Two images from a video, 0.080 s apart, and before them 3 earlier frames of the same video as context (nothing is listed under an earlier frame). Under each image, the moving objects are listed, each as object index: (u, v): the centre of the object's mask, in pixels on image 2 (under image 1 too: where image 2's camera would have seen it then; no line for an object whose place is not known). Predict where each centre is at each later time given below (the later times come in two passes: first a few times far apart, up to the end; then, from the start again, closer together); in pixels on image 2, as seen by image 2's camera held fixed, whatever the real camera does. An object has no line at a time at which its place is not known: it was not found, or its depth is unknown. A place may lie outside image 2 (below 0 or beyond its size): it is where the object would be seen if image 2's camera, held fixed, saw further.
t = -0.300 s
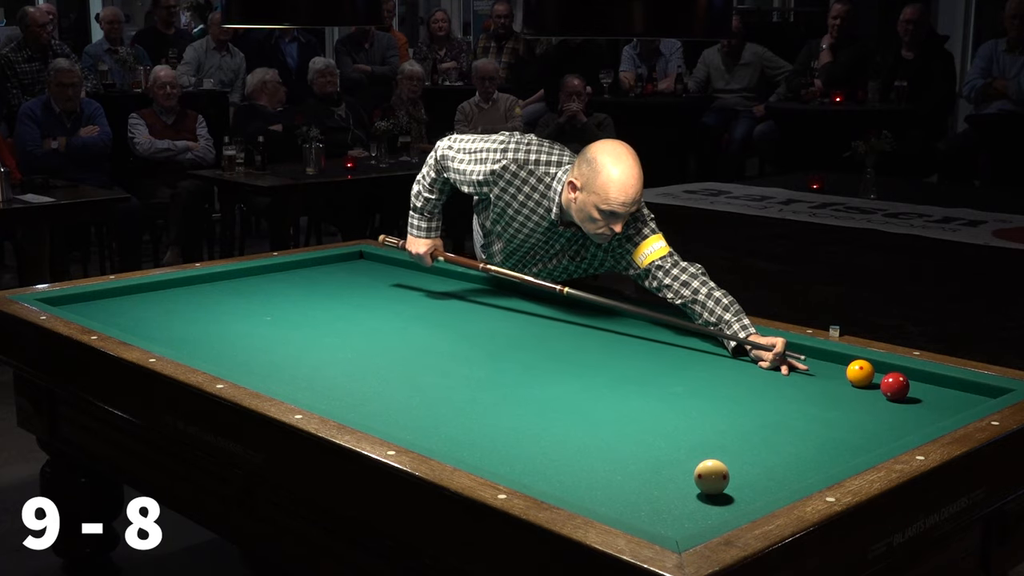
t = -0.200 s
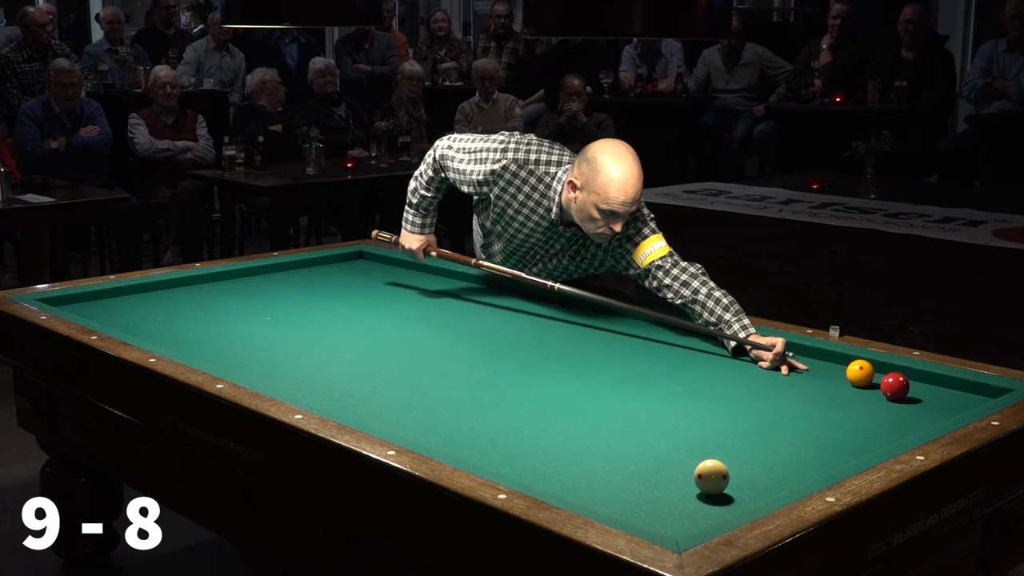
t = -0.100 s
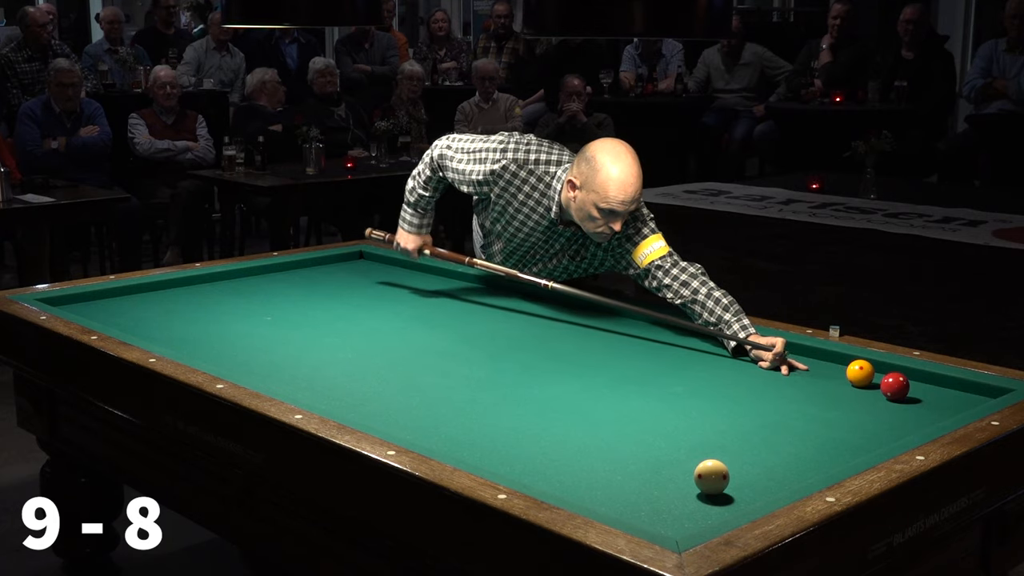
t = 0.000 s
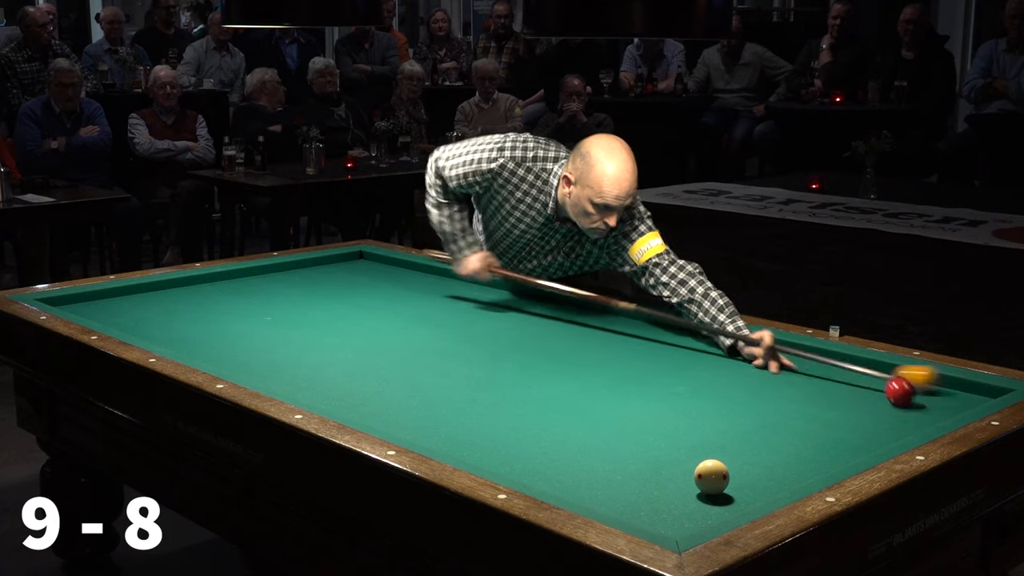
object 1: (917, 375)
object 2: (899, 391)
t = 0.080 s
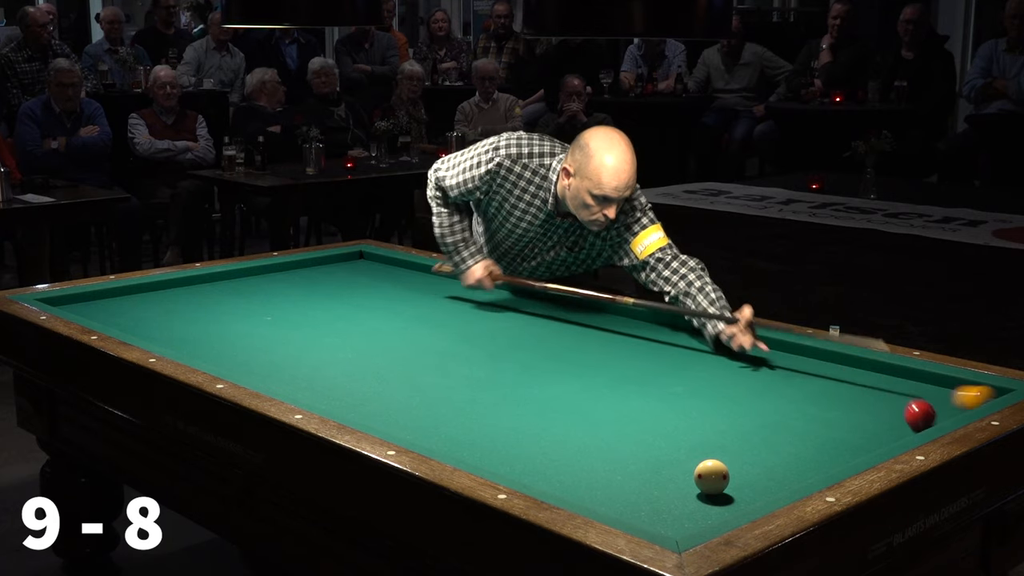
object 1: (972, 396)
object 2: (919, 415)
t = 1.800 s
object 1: (321, 267)
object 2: (341, 366)
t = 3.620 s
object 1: (485, 383)
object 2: (296, 267)
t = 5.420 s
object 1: (685, 487)
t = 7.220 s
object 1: (585, 419)
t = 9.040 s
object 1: (531, 386)
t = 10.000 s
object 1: (515, 378)
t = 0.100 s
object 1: (948, 397)
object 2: (923, 418)
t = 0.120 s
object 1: (922, 396)
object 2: (918, 420)
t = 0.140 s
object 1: (897, 396)
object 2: (905, 422)
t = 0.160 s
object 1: (872, 396)
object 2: (892, 422)
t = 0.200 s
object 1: (826, 395)
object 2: (868, 421)
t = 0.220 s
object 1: (803, 395)
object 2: (857, 420)
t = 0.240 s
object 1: (781, 395)
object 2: (846, 420)
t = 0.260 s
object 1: (758, 395)
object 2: (835, 421)
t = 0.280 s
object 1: (737, 394)
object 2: (825, 420)
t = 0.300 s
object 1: (716, 394)
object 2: (815, 420)
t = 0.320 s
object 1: (695, 394)
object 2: (806, 420)
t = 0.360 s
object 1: (655, 395)
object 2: (786, 420)
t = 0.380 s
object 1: (635, 395)
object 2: (777, 420)
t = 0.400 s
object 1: (616, 394)
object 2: (767, 420)
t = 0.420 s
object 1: (597, 394)
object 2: (757, 420)
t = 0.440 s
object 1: (579, 394)
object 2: (748, 420)
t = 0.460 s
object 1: (560, 395)
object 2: (738, 420)
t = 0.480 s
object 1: (542, 394)
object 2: (728, 420)
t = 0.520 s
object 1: (505, 394)
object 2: (709, 419)
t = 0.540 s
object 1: (488, 394)
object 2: (699, 419)
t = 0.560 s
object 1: (468, 394)
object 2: (690, 419)
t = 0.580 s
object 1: (450, 394)
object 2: (680, 419)
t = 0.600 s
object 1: (432, 394)
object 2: (671, 419)
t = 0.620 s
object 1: (413, 395)
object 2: (661, 419)
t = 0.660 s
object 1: (377, 394)
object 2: (642, 419)
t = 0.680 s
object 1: (358, 395)
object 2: (633, 419)
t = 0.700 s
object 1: (340, 395)
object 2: (623, 419)
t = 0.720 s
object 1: (322, 393)
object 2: (613, 419)
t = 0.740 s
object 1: (305, 391)
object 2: (604, 419)
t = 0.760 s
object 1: (301, 388)
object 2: (595, 419)
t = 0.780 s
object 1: (302, 386)
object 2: (585, 418)
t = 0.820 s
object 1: (303, 378)
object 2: (566, 419)
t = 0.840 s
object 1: (303, 374)
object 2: (557, 419)
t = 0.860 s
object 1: (304, 370)
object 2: (548, 418)
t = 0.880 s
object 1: (303, 367)
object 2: (538, 418)
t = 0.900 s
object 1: (303, 363)
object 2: (529, 418)
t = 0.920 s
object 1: (302, 359)
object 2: (520, 418)
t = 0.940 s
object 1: (302, 356)
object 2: (510, 418)
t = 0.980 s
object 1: (300, 349)
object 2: (491, 418)
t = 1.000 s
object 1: (299, 346)
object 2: (482, 418)
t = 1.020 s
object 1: (298, 343)
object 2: (473, 418)
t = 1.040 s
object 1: (297, 340)
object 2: (463, 418)
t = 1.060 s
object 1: (296, 337)
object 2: (454, 418)
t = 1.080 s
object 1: (295, 334)
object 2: (445, 418)
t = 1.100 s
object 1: (294, 331)
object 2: (435, 418)
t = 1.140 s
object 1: (292, 326)
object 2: (417, 418)
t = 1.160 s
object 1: (292, 323)
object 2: (408, 418)
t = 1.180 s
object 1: (291, 320)
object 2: (399, 417)
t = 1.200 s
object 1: (290, 318)
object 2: (389, 417)
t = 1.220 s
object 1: (289, 315)
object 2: (381, 415)
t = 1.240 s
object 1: (288, 313)
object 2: (372, 414)
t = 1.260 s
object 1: (288, 310)
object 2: (364, 413)
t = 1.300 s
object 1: (286, 305)
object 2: (360, 410)
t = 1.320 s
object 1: (285, 303)
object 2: (360, 409)
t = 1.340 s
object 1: (285, 301)
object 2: (359, 407)
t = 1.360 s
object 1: (284, 298)
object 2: (358, 406)
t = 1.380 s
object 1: (283, 296)
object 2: (357, 404)
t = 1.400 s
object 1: (283, 294)
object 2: (356, 402)
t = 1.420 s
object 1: (282, 292)
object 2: (355, 401)
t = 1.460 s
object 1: (281, 288)
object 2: (353, 396)
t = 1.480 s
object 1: (280, 286)
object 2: (353, 395)
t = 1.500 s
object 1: (280, 284)
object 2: (352, 393)
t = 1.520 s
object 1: (279, 282)
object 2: (351, 391)
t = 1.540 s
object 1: (278, 280)
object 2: (350, 388)
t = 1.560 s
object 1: (278, 278)
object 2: (349, 387)
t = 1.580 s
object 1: (277, 276)
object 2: (349, 385)
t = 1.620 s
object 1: (276, 272)
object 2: (347, 381)
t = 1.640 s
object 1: (275, 270)
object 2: (347, 379)
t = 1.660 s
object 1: (275, 269)
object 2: (346, 378)
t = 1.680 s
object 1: (274, 267)
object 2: (345, 376)
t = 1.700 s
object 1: (281, 266)
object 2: (344, 374)
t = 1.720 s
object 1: (289, 266)
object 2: (344, 373)
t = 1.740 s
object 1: (297, 266)
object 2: (343, 371)
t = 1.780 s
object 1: (314, 267)
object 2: (342, 367)
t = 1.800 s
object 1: (321, 267)
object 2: (341, 366)
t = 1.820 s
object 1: (329, 267)
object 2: (340, 364)
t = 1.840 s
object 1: (337, 267)
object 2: (339, 362)
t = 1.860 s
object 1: (344, 267)
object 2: (339, 361)
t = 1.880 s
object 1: (351, 267)
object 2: (338, 359)
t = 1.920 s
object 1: (365, 267)
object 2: (337, 356)
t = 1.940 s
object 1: (372, 266)
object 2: (336, 355)
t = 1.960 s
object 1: (380, 267)
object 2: (335, 353)
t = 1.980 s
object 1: (387, 267)
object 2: (335, 352)
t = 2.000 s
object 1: (394, 266)
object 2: (334, 350)
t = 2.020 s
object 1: (401, 266)
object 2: (334, 348)
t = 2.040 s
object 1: (408, 266)
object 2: (333, 347)
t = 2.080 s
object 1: (418, 267)
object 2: (332, 344)
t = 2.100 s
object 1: (417, 269)
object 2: (331, 343)
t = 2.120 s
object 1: (417, 270)
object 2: (331, 341)
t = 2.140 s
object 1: (418, 271)
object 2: (330, 340)
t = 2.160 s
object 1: (418, 272)
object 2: (329, 339)
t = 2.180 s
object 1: (418, 273)
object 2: (329, 337)
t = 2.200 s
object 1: (419, 274)
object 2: (328, 336)
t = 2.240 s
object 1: (420, 276)
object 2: (327, 334)
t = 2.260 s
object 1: (421, 278)
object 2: (326, 332)
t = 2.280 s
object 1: (422, 279)
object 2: (326, 331)
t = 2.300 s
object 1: (422, 280)
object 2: (325, 329)
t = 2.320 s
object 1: (423, 281)
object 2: (325, 328)
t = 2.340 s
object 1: (424, 282)
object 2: (324, 327)
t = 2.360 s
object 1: (424, 283)
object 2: (324, 326)
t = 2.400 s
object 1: (426, 286)
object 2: (323, 323)
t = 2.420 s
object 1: (427, 287)
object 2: (322, 322)
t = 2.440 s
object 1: (428, 288)
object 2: (322, 321)
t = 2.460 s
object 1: (428, 289)
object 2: (321, 320)
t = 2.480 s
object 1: (429, 291)
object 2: (320, 318)
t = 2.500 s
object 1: (430, 292)
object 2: (320, 317)
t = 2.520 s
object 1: (430, 293)
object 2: (319, 316)
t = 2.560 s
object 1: (432, 296)
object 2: (318, 314)
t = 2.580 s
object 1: (433, 297)
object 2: (318, 313)
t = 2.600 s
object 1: (433, 298)
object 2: (317, 312)
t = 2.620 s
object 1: (434, 300)
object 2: (317, 311)
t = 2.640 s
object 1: (435, 301)
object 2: (317, 309)
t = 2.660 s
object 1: (436, 302)
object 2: (316, 308)
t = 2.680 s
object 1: (437, 304)
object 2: (316, 307)
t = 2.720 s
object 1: (438, 306)
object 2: (315, 305)
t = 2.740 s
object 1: (439, 308)
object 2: (314, 304)
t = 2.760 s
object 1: (440, 309)
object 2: (314, 303)
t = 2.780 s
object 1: (441, 310)
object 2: (313, 302)
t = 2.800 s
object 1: (442, 312)
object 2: (313, 301)
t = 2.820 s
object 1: (443, 313)
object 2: (312, 300)
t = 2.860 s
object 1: (445, 316)
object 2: (312, 298)
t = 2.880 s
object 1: (446, 318)
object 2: (311, 297)
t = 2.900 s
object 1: (446, 319)
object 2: (310, 296)
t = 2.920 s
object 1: (447, 321)
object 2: (310, 295)
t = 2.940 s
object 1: (448, 322)
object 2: (310, 294)
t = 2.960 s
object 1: (449, 324)
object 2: (309, 293)
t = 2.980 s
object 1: (450, 325)
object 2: (309, 293)
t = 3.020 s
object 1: (452, 328)
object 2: (308, 291)
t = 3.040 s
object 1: (453, 330)
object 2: (308, 290)
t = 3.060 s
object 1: (454, 331)
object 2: (307, 289)
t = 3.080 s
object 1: (455, 333)
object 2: (307, 288)
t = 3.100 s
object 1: (456, 335)
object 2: (306, 287)
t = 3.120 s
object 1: (457, 336)
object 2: (306, 286)
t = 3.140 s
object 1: (458, 338)
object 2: (306, 285)
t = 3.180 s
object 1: (460, 341)
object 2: (305, 284)
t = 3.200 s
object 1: (461, 343)
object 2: (305, 283)
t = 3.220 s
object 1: (462, 345)
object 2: (304, 282)
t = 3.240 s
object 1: (463, 346)
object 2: (304, 281)
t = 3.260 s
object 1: (464, 348)
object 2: (303, 281)
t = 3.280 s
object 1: (465, 350)
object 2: (303, 280)
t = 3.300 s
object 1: (467, 352)
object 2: (302, 279)
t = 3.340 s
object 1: (469, 355)
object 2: (301, 277)
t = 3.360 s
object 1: (470, 357)
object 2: (301, 276)
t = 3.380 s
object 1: (471, 359)
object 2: (301, 275)
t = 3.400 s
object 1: (472, 361)
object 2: (300, 275)
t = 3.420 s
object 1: (473, 363)
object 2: (300, 274)
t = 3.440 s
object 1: (474, 365)
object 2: (300, 273)
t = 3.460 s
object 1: (475, 367)
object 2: (299, 272)
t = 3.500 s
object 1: (478, 371)
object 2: (299, 271)
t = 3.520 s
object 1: (479, 373)
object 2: (298, 270)
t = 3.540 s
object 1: (481, 375)
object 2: (298, 269)
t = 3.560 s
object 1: (482, 377)
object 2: (298, 269)
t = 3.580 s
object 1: (483, 379)
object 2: (297, 268)
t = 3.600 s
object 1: (484, 381)
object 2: (297, 267)
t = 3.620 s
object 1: (485, 383)
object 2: (296, 267)
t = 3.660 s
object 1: (488, 387)
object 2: (296, 265)
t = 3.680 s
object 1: (490, 389)
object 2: (296, 265)
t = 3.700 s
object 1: (491, 392)
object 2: (295, 264)
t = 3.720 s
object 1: (492, 393)
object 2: (297, 263)
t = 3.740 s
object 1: (494, 396)
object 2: (300, 263)
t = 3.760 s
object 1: (495, 398)
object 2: (303, 263)
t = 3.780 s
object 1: (497, 400)
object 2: (306, 264)
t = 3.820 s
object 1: (499, 405)
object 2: (311, 264)
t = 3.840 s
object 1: (501, 407)
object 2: (314, 263)
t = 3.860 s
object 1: (502, 410)
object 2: (317, 263)
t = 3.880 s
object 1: (504, 412)
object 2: (320, 263)
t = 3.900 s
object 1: (505, 415)
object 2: (323, 263)
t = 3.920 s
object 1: (507, 417)
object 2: (326, 264)
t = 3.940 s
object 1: (508, 420)
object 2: (328, 263)
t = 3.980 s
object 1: (512, 424)
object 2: (334, 264)
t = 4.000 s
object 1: (513, 427)
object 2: (337, 264)
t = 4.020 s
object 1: (514, 429)
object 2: (339, 264)
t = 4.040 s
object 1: (516, 432)
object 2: (343, 264)
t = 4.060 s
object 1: (518, 435)
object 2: (345, 264)
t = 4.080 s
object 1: (520, 438)
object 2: (348, 264)
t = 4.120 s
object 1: (523, 443)
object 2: (353, 264)
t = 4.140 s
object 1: (525, 446)
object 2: (356, 264)
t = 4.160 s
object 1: (526, 449)
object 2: (359, 264)
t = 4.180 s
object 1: (528, 452)
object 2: (362, 264)
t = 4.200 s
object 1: (530, 455)
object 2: (364, 264)
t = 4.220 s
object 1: (532, 458)
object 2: (367, 264)
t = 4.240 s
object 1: (534, 460)
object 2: (370, 264)
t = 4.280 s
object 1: (537, 466)
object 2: (375, 264)
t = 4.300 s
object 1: (540, 469)
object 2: (378, 264)
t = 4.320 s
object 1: (542, 471)
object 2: (381, 264)
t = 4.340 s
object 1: (544, 473)
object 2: (383, 264)
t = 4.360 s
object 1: (546, 476)
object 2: (386, 264)
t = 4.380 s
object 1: (548, 478)
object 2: (388, 264)
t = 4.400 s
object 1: (551, 480)
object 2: (391, 264)
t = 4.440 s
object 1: (560, 483)
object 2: (396, 264)
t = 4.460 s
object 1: (566, 485)
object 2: (400, 264)
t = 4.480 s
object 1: (571, 486)
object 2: (402, 264)
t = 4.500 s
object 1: (577, 487)
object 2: (405, 264)
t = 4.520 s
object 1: (582, 489)
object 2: (407, 265)
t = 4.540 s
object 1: (588, 490)
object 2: (408, 265)
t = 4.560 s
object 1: (594, 491)
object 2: (408, 265)
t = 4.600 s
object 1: (605, 494)
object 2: (409, 266)
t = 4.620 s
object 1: (611, 495)
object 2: (409, 266)
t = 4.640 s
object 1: (617, 496)
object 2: (409, 266)
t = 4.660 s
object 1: (623, 497)
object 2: (409, 267)
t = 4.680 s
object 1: (629, 498)
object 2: (409, 267)
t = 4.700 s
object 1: (634, 499)
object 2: (410, 268)
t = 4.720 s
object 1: (640, 500)
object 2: (410, 268)
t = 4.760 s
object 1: (652, 502)
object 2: (411, 269)
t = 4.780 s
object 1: (658, 503)
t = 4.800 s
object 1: (664, 503)
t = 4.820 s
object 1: (670, 504)
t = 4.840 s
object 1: (675, 505)
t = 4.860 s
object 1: (681, 506)
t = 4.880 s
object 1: (687, 507)
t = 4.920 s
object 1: (699, 508)
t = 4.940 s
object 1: (705, 508)
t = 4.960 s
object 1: (711, 507)
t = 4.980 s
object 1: (715, 507)
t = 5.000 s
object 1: (717, 507)
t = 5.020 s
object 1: (715, 506)
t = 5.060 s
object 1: (712, 505)
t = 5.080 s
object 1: (711, 505)
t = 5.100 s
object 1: (710, 504)
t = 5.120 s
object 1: (708, 503)
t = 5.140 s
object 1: (707, 503)
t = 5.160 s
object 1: (705, 502)
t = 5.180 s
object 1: (703, 500)
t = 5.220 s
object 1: (700, 498)
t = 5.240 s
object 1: (698, 497)
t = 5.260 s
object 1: (697, 496)
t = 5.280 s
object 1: (695, 495)
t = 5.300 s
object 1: (694, 493)
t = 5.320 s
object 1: (692, 492)
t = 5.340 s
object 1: (691, 491)
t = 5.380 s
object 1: (688, 489)
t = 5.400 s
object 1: (686, 488)
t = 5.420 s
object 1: (685, 487)
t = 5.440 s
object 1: (683, 486)
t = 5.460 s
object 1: (682, 485)
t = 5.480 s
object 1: (681, 484)
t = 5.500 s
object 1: (679, 483)
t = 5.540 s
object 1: (676, 481)
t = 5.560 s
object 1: (675, 480)
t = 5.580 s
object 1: (673, 479)
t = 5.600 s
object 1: (672, 478)
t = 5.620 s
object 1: (670, 477)
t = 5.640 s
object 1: (669, 476)
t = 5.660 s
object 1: (668, 475)
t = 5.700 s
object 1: (665, 473)
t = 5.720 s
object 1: (664, 472)
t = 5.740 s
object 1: (662, 472)
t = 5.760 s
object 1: (661, 471)
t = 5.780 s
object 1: (660, 470)
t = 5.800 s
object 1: (658, 469)
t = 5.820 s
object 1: (657, 468)
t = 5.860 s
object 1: (654, 466)
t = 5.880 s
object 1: (653, 465)
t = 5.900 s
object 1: (652, 464)
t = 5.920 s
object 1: (651, 464)
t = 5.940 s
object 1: (649, 463)
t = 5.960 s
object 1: (648, 462)
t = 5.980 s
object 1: (647, 461)
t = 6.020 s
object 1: (644, 459)
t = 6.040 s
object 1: (643, 458)
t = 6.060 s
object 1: (642, 458)
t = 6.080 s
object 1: (641, 457)
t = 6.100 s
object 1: (640, 456)
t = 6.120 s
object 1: (638, 455)
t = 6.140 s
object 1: (637, 455)
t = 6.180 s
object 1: (635, 453)
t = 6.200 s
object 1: (634, 452)
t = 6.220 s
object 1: (633, 451)
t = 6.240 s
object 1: (632, 451)
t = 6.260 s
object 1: (631, 450)
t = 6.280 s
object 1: (630, 449)
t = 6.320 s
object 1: (627, 448)
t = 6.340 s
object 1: (626, 447)
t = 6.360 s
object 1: (625, 446)
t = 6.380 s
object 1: (624, 446)
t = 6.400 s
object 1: (623, 445)
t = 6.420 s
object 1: (622, 444)
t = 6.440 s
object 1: (621, 443)
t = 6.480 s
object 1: (619, 442)
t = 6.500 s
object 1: (618, 441)
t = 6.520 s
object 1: (617, 441)
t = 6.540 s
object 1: (616, 440)
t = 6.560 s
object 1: (615, 439)
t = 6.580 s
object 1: (614, 439)
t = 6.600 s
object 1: (613, 438)
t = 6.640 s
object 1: (611, 437)
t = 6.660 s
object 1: (610, 436)
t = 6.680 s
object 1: (609, 435)
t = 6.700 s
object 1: (608, 435)
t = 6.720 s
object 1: (607, 434)
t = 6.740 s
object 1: (606, 433)
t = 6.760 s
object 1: (605, 433)
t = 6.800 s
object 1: (604, 432)
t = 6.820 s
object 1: (603, 431)
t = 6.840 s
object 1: (601, 430)
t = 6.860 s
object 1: (601, 430)
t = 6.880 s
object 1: (600, 429)
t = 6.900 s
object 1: (599, 429)
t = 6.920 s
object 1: (598, 428)
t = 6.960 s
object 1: (596, 427)
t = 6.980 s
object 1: (595, 426)
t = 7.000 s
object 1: (595, 426)
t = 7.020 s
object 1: (594, 425)
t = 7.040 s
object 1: (593, 425)
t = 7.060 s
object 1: (592, 424)
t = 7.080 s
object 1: (591, 423)
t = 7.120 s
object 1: (590, 422)
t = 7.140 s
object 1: (589, 422)
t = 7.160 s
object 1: (588, 421)
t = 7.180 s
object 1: (587, 421)
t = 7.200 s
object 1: (586, 420)
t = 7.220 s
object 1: (585, 419)
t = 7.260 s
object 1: (584, 419)
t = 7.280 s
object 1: (583, 418)
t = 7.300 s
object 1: (582, 418)
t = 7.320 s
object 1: (581, 417)
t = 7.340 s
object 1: (581, 416)
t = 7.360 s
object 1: (580, 416)
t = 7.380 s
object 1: (579, 416)
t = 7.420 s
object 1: (578, 415)
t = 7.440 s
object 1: (577, 414)
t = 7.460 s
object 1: (576, 414)
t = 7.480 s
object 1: (576, 413)
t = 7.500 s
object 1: (575, 413)
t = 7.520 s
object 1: (574, 412)
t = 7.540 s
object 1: (573, 412)
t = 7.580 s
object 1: (572, 411)
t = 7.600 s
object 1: (571, 411)
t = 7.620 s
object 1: (570, 410)
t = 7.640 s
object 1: (570, 410)
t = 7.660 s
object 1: (569, 409)
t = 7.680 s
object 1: (568, 409)
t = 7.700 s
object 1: (567, 408)
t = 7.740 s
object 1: (566, 407)
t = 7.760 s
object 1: (566, 407)
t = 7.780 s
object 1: (565, 406)
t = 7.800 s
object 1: (564, 406)
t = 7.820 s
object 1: (564, 406)
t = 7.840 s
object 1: (563, 405)
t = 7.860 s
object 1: (562, 405)
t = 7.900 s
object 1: (561, 404)
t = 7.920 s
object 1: (561, 404)
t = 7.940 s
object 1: (560, 403)
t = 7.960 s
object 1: (559, 403)
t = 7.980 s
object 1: (559, 403)
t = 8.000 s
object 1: (558, 402)
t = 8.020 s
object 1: (557, 402)
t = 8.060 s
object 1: (556, 401)
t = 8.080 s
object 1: (556, 401)
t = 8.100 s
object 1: (555, 400)
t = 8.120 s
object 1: (555, 400)
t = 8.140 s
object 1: (554, 400)
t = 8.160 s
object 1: (554, 399)
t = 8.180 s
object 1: (553, 399)
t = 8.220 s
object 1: (552, 398)
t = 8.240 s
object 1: (551, 398)
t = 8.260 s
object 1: (551, 397)
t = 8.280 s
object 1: (550, 397)
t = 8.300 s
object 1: (549, 397)
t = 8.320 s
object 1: (549, 396)
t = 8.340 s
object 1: (548, 396)
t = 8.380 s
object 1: (547, 396)
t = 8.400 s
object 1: (547, 395)
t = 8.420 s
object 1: (546, 395)
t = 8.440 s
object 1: (546, 395)
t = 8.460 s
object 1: (545, 394)
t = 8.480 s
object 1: (545, 394)
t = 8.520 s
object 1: (544, 393)
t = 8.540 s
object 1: (543, 393)
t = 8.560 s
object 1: (543, 392)
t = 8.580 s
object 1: (542, 392)
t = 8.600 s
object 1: (542, 392)
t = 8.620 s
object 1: (541, 392)
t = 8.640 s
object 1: (541, 391)
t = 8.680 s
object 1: (540, 391)
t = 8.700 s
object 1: (539, 390)
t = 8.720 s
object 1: (539, 390)
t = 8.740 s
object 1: (538, 390)
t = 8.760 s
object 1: (538, 390)
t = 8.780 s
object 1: (537, 389)
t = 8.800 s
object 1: (537, 389)
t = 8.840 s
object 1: (536, 389)
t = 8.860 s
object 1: (535, 389)
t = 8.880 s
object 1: (535, 388)
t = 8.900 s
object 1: (535, 388)
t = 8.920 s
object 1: (534, 388)
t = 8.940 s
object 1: (534, 388)
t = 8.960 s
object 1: (533, 387)
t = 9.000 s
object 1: (532, 387)
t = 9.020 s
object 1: (532, 386)
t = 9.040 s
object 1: (531, 386)
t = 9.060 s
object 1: (531, 386)
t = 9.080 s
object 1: (530, 386)
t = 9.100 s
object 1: (530, 385)
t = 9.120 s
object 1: (530, 385)
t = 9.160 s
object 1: (529, 385)
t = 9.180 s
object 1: (528, 384)
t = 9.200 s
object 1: (528, 384)
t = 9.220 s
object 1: (528, 384)
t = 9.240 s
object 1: (527, 384)
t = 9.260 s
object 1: (527, 384)
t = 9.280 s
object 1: (527, 383)
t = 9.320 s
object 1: (526, 383)
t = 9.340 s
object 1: (525, 383)
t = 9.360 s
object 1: (525, 383)
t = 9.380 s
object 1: (524, 382)
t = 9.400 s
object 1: (524, 382)
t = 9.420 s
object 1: (524, 382)
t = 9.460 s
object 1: (523, 382)
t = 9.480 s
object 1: (523, 382)
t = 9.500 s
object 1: (523, 382)
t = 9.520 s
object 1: (522, 381)
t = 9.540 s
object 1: (522, 381)
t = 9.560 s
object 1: (522, 381)
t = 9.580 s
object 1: (521, 381)
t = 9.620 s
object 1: (520, 381)
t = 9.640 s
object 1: (520, 381)
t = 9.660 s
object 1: (520, 381)
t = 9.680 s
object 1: (519, 380)
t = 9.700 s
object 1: (519, 380)
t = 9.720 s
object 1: (519, 380)
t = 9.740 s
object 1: (519, 380)
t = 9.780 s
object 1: (518, 379)
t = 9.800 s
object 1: (518, 379)
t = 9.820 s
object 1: (518, 379)
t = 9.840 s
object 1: (517, 379)
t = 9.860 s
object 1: (517, 379)
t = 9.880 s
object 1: (517, 379)
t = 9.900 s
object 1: (516, 378)
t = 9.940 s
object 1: (516, 378)
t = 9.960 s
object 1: (516, 378)
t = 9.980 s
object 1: (515, 378)
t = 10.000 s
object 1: (515, 378)
